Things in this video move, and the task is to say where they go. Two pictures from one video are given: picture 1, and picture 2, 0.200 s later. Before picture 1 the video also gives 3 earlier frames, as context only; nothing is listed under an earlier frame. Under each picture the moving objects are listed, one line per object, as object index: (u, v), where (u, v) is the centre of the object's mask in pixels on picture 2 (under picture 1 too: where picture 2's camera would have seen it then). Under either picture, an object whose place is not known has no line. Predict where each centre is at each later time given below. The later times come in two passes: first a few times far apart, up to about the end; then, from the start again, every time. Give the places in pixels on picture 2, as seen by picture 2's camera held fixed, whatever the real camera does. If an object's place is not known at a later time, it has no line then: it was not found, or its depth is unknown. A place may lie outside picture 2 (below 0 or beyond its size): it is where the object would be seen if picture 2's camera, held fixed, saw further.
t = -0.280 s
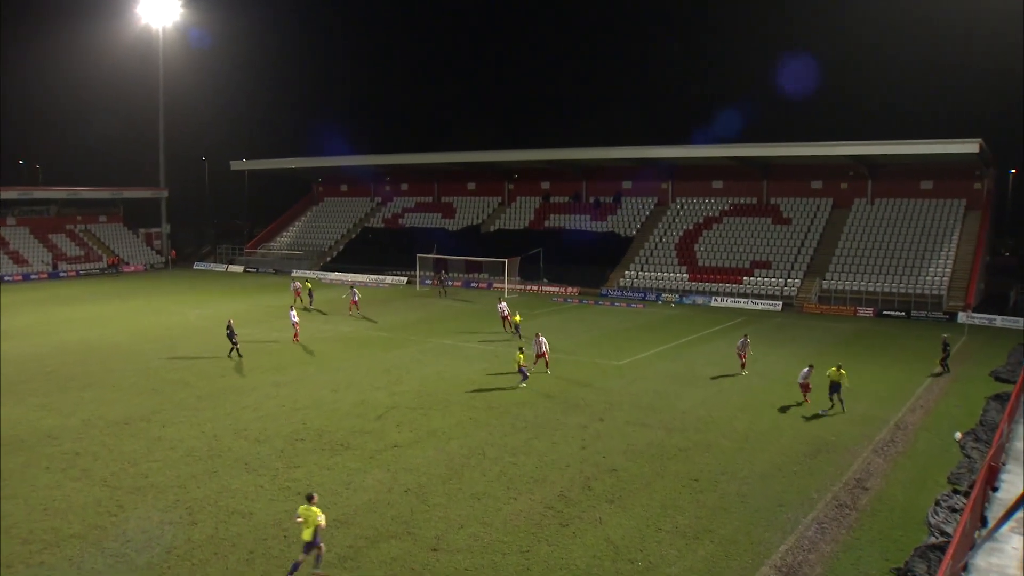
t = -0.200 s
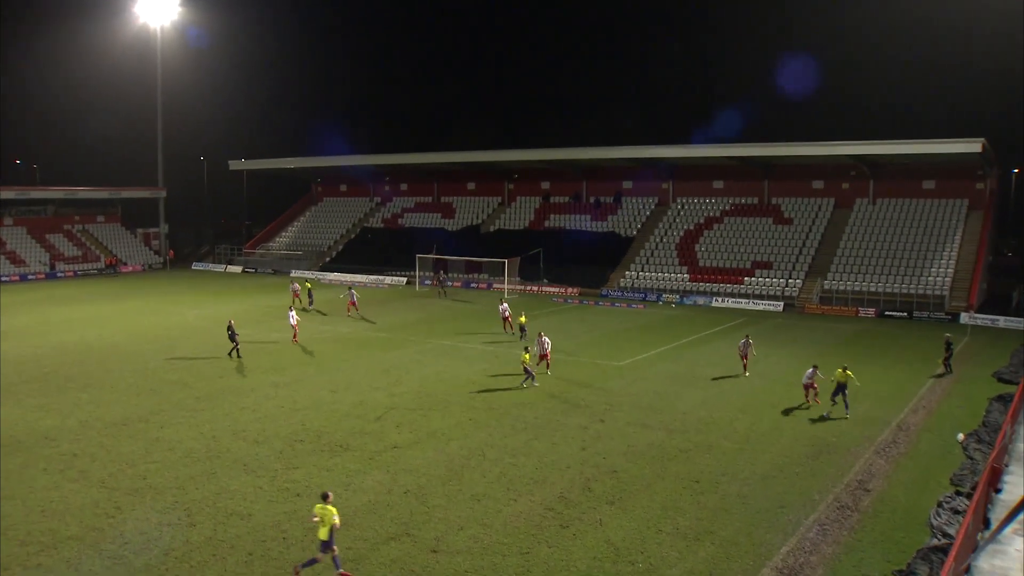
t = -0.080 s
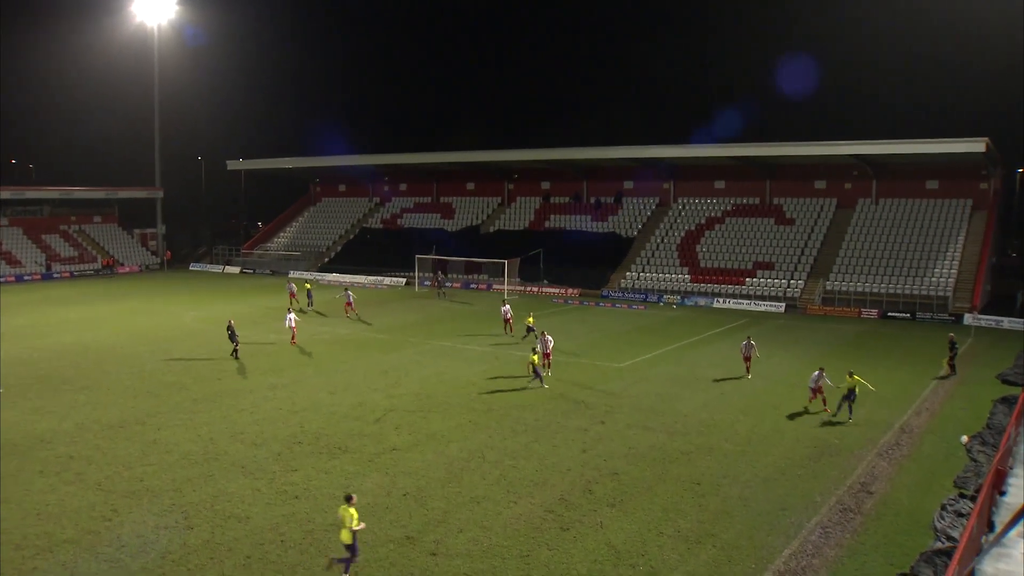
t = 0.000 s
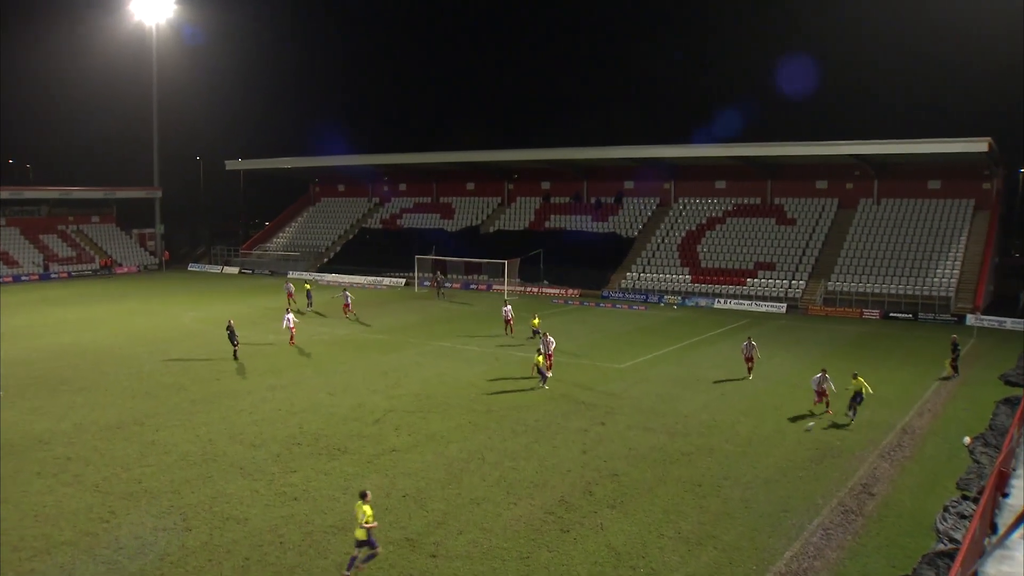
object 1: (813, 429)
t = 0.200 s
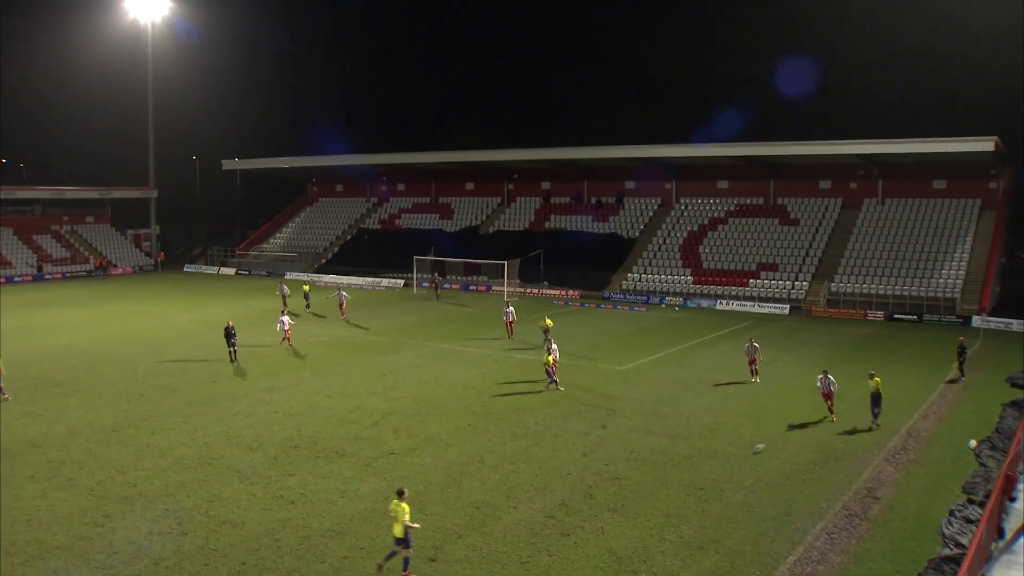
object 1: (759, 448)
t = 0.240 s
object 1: (746, 452)
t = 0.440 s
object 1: (689, 471)
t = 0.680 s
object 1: (618, 493)
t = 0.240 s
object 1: (746, 452)
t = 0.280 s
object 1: (736, 456)
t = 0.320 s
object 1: (724, 460)
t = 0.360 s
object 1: (713, 464)
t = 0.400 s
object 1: (701, 468)
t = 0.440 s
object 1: (689, 471)
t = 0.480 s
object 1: (677, 475)
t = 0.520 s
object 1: (666, 479)
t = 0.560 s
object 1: (654, 483)
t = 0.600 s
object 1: (642, 486)
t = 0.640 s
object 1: (630, 490)
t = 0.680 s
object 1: (618, 493)
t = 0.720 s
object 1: (607, 496)
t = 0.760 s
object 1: (595, 501)
